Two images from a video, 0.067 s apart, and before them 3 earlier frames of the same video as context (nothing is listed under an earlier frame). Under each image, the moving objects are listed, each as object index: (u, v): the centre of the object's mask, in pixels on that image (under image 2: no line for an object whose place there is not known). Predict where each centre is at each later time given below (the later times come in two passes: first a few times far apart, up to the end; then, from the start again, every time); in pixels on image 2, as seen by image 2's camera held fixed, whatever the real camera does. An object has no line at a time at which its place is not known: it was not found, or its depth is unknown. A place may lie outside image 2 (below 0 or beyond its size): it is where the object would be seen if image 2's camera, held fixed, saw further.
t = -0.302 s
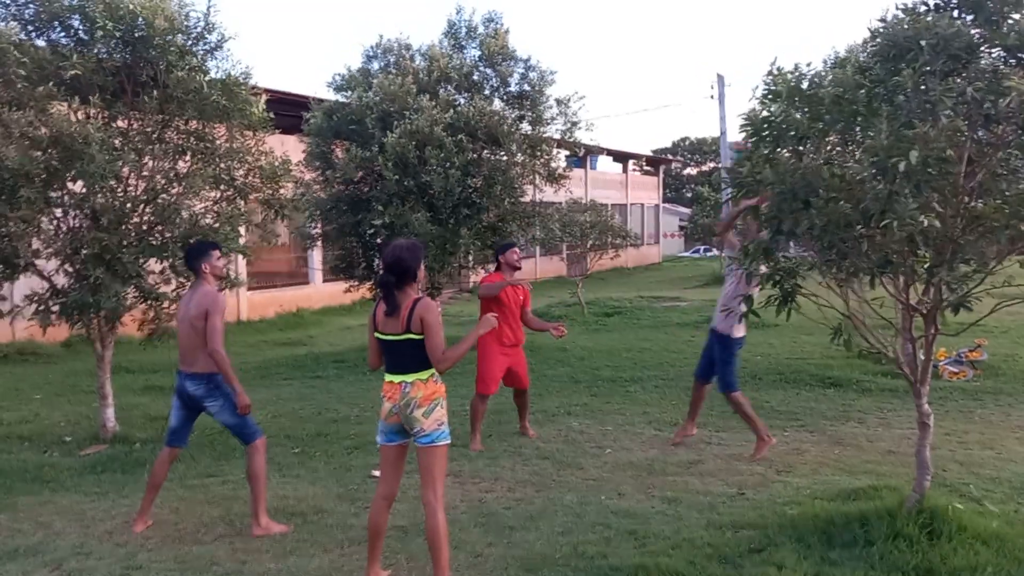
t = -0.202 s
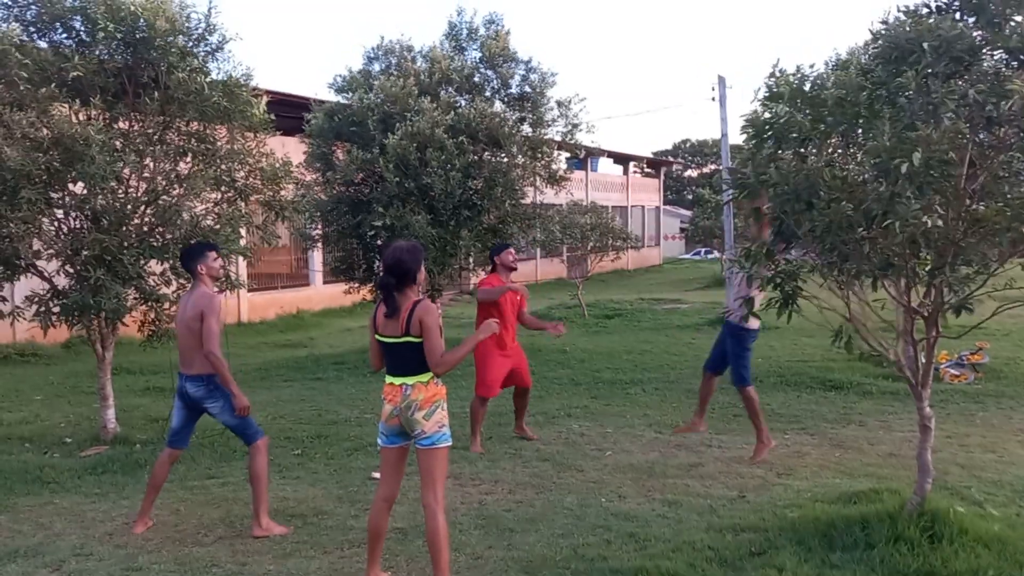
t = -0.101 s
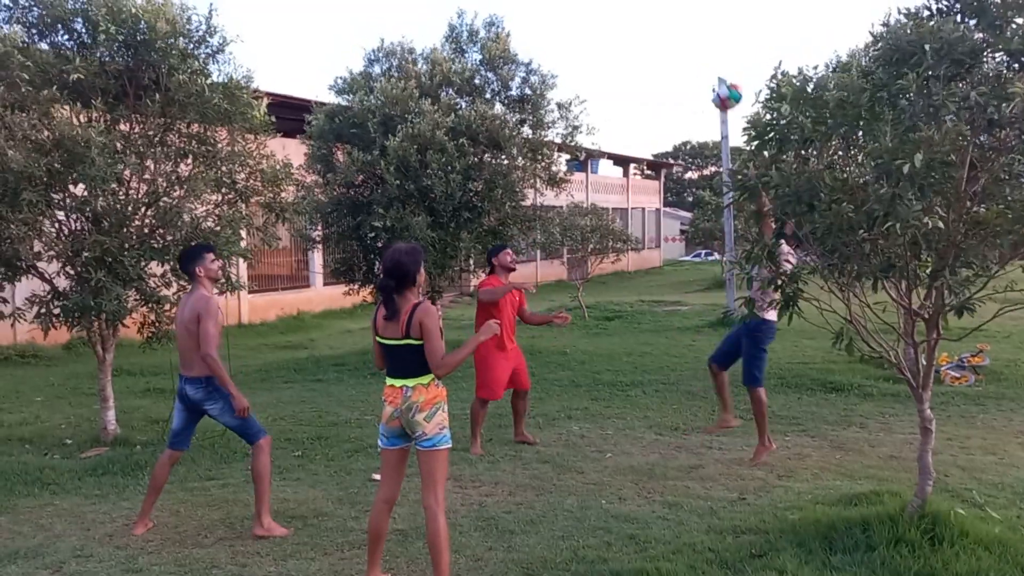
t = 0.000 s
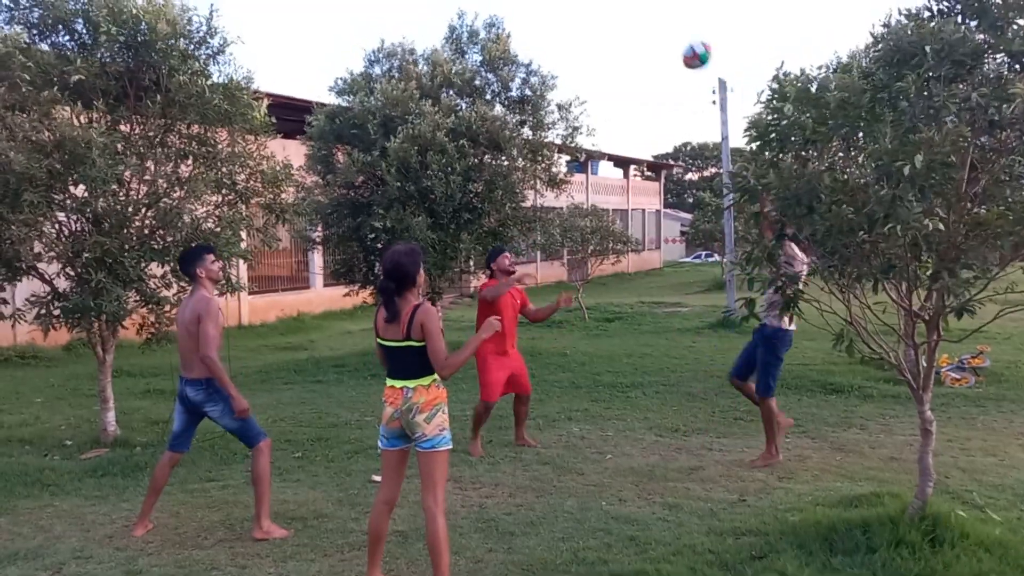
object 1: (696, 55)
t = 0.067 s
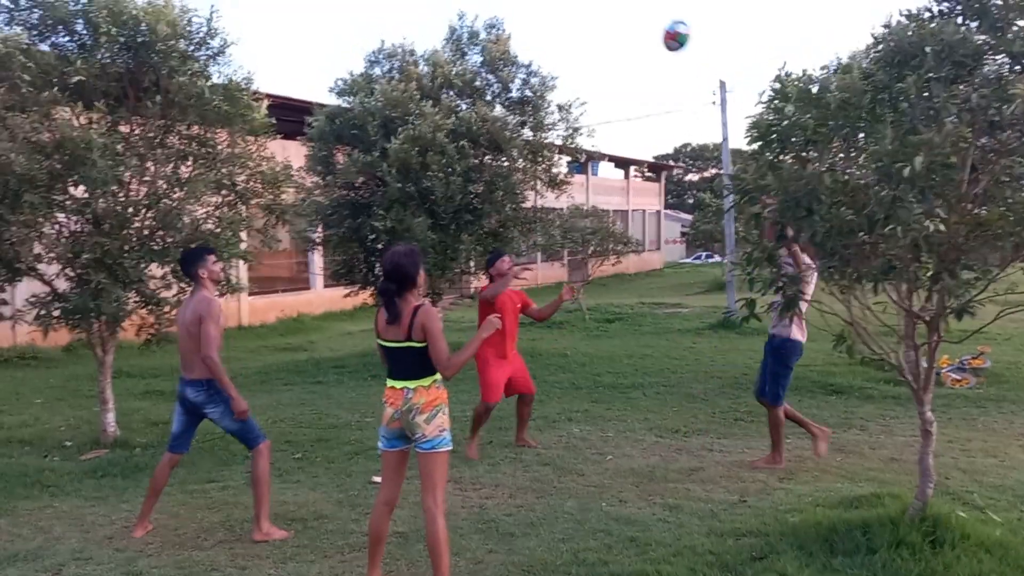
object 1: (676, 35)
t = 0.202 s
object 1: (635, 15)
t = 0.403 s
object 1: (573, 33)
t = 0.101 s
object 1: (665, 28)
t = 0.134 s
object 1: (655, 22)
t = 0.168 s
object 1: (645, 18)
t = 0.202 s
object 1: (635, 15)
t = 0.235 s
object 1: (624, 14)
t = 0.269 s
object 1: (614, 15)
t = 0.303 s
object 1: (603, 17)
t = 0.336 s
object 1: (593, 21)
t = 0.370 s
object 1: (583, 27)
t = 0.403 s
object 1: (573, 33)
